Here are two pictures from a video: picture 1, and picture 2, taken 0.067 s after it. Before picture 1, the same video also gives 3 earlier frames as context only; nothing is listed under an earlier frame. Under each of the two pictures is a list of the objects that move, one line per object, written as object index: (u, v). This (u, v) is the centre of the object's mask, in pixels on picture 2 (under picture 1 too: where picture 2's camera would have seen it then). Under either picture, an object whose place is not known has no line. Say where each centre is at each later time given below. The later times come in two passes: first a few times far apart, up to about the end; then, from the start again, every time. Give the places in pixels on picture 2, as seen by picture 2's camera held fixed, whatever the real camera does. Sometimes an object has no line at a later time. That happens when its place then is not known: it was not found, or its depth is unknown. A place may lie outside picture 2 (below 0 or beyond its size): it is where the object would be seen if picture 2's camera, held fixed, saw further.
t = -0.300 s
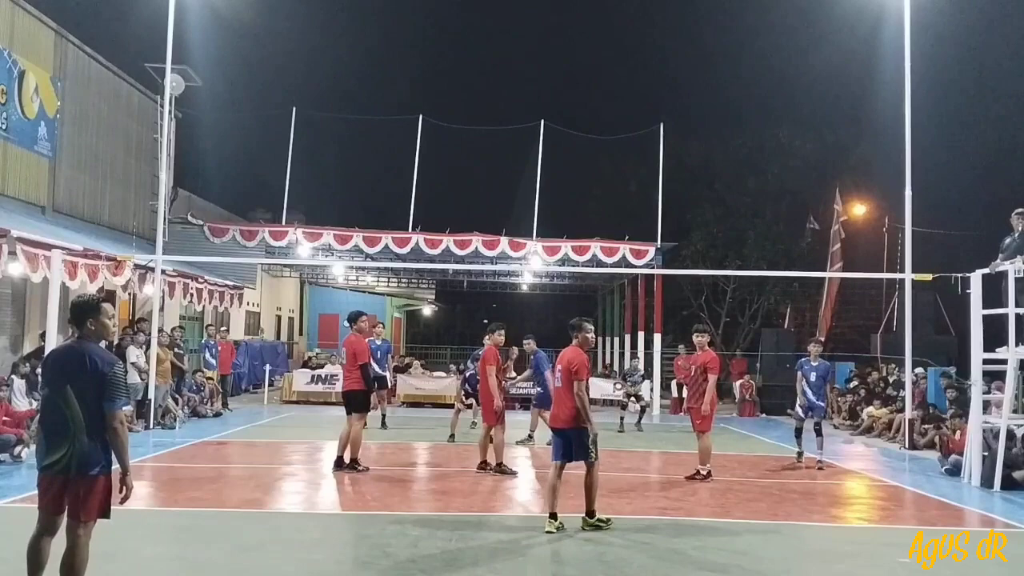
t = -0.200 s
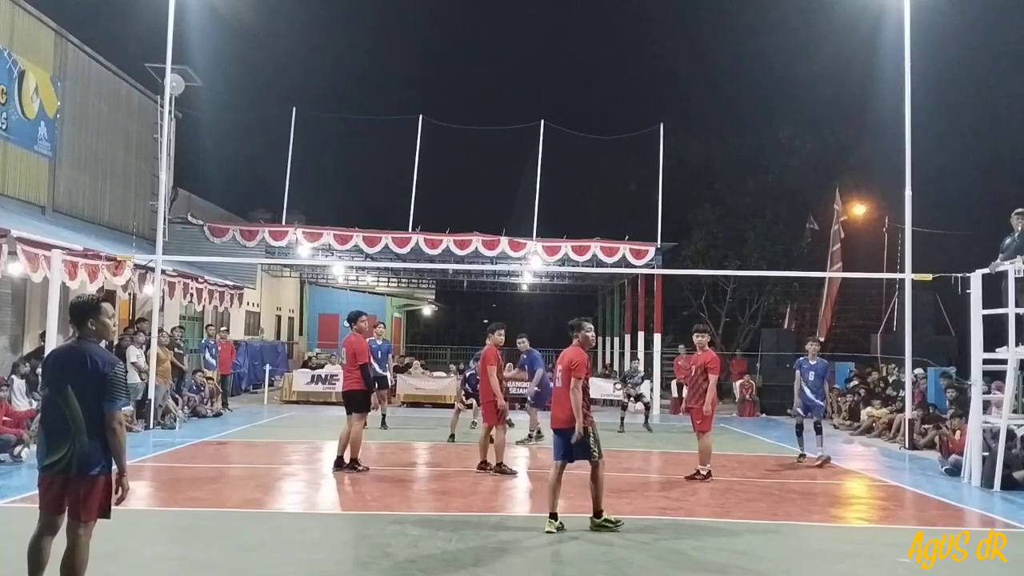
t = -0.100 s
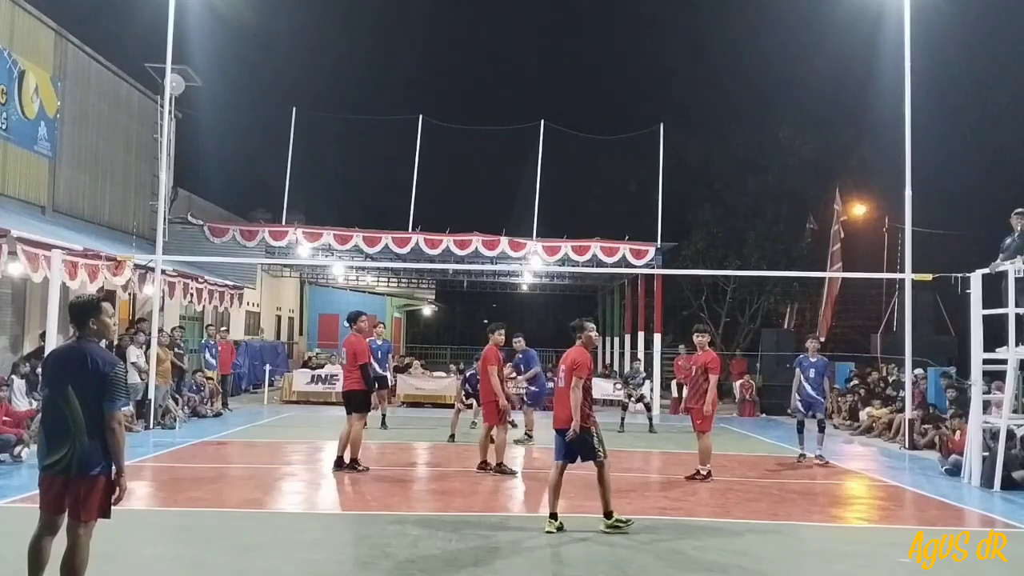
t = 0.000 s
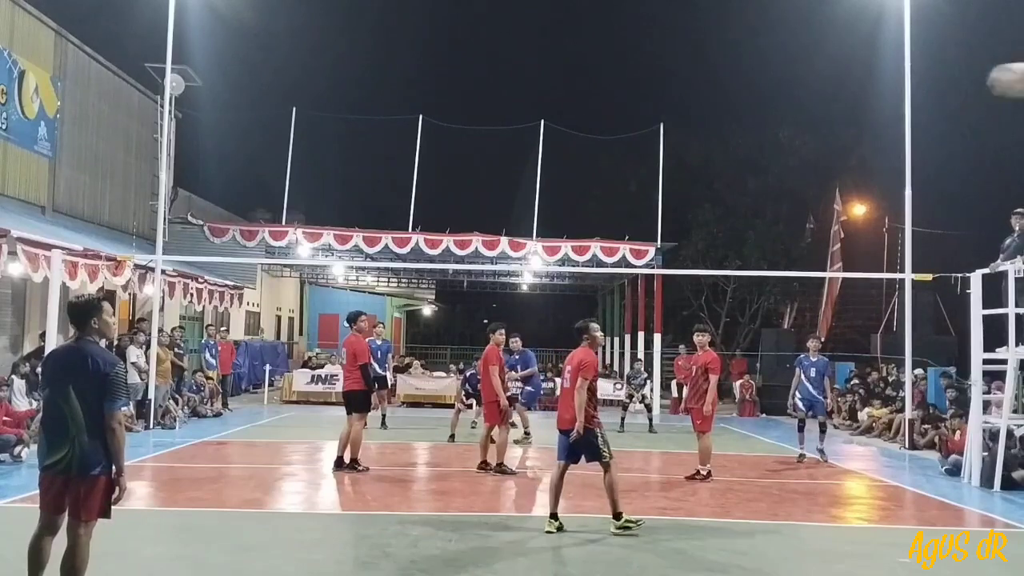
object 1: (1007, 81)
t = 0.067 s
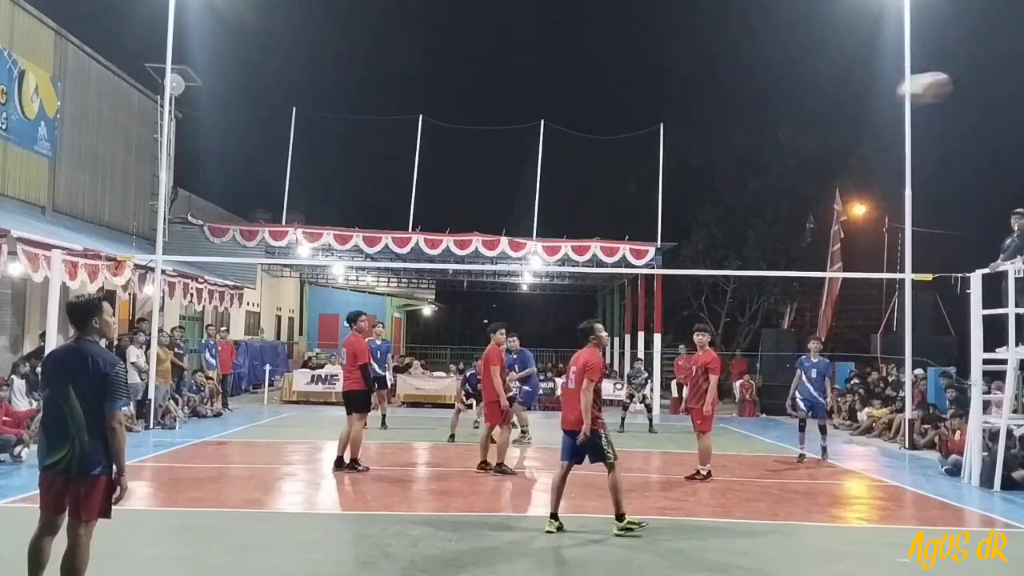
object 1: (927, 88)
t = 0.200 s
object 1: (789, 119)
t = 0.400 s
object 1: (664, 171)
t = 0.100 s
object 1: (882, 95)
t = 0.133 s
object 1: (849, 102)
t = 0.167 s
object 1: (817, 110)
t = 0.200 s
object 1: (789, 119)
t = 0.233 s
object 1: (763, 127)
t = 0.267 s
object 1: (740, 137)
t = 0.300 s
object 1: (718, 145)
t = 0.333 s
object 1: (698, 154)
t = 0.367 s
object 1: (680, 162)
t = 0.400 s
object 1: (664, 171)
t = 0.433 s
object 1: (648, 181)
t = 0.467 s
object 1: (635, 190)
